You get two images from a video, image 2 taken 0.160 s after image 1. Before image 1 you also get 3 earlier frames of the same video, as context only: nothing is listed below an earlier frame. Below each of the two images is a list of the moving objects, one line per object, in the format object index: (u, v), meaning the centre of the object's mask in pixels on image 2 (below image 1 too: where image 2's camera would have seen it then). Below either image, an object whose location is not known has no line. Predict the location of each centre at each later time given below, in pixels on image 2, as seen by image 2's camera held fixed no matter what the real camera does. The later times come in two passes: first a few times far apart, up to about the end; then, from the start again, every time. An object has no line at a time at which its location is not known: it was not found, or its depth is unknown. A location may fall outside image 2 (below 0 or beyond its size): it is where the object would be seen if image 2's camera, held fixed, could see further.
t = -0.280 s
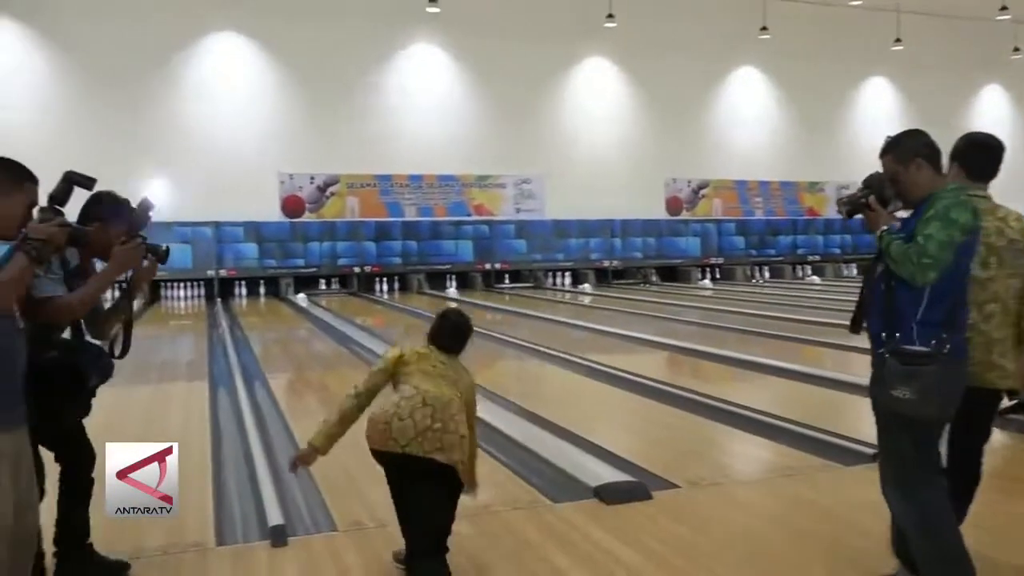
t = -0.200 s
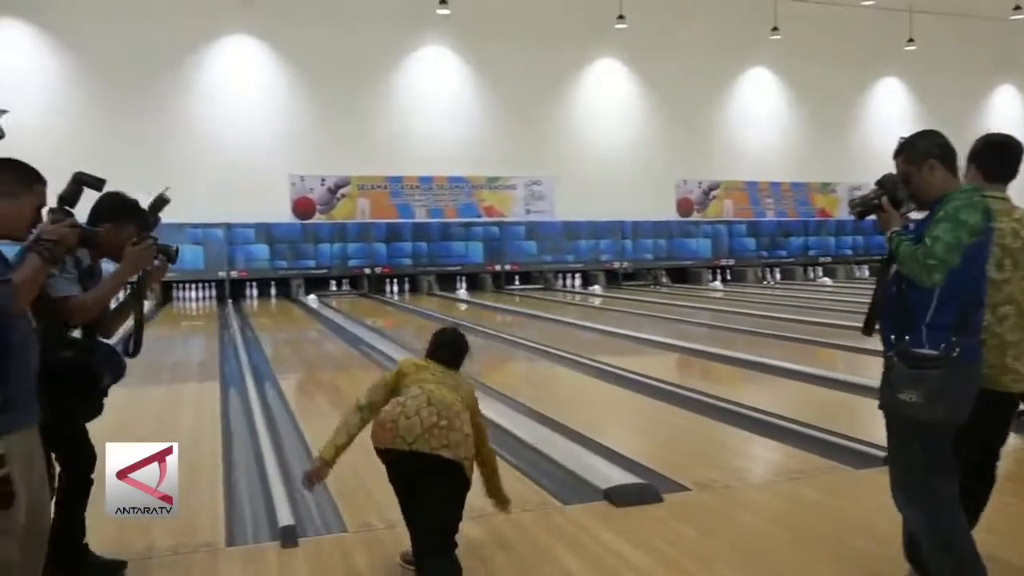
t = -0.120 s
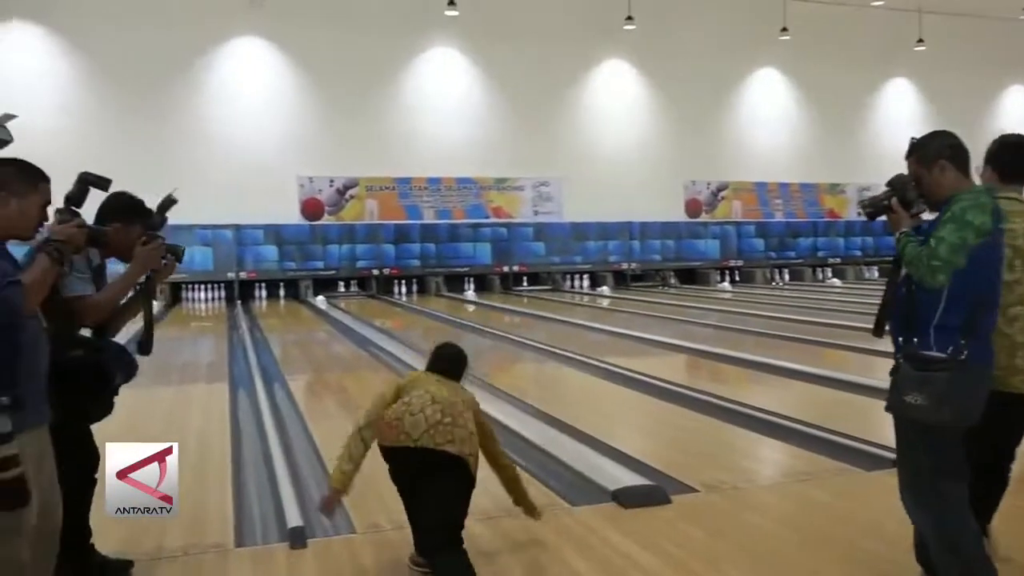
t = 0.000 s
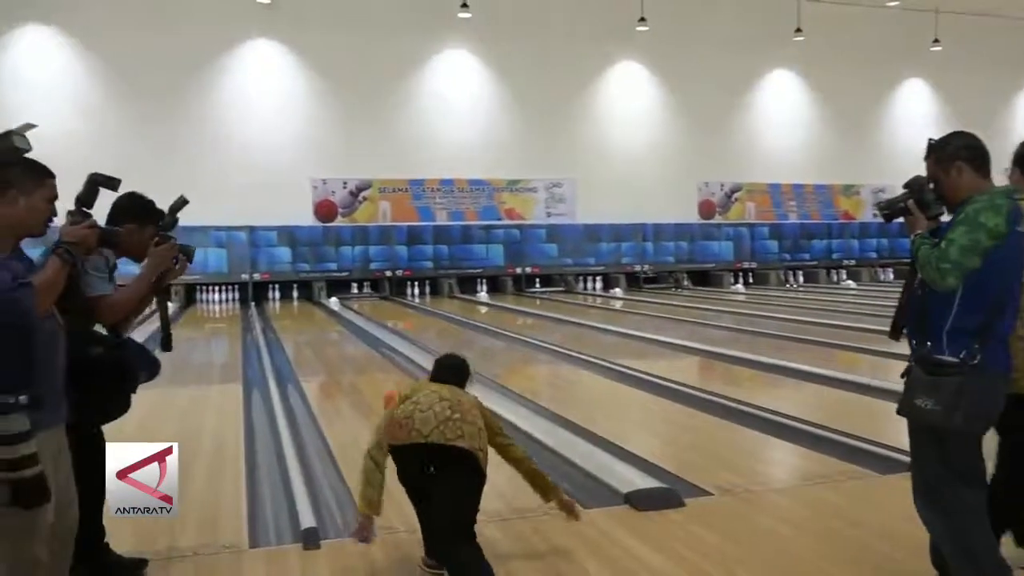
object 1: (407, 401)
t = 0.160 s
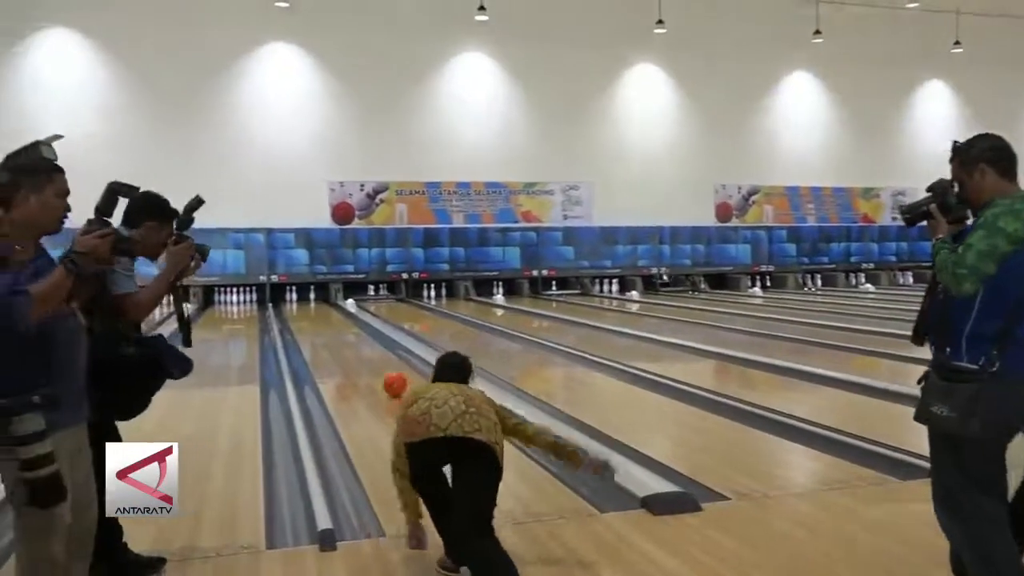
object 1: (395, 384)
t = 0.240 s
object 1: (388, 377)
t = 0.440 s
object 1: (373, 359)
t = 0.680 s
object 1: (360, 345)
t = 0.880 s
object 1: (351, 335)
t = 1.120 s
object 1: (344, 326)
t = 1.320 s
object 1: (338, 320)
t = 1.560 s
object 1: (332, 315)
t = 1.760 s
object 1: (328, 310)
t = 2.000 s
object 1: (324, 306)
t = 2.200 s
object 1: (321, 303)
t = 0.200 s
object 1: (391, 381)
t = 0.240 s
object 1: (388, 377)
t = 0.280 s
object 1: (384, 373)
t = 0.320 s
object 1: (381, 369)
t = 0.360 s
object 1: (379, 366)
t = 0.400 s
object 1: (376, 363)
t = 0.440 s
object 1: (373, 359)
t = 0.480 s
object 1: (370, 356)
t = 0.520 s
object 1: (368, 354)
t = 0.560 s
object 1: (365, 351)
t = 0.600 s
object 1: (363, 348)
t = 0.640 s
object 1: (361, 347)
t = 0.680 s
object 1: (360, 345)
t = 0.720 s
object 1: (357, 342)
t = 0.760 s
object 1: (356, 340)
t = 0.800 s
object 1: (354, 338)
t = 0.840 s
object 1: (352, 337)
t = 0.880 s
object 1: (351, 335)
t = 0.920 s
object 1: (350, 334)
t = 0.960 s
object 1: (348, 332)
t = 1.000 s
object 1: (347, 330)
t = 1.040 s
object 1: (346, 328)
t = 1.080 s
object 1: (345, 327)
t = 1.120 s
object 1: (344, 326)
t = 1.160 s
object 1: (342, 324)
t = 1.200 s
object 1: (340, 323)
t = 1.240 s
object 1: (340, 322)
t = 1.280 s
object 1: (339, 321)
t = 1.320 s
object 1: (338, 320)
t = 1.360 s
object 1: (336, 320)
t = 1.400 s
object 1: (335, 318)
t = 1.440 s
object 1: (334, 317)
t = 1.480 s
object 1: (334, 316)
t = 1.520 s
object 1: (334, 316)
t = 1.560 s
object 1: (332, 315)
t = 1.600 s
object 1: (331, 313)
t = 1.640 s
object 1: (330, 312)
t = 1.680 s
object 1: (329, 311)
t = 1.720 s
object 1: (329, 311)
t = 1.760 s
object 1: (328, 310)
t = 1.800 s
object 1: (327, 309)
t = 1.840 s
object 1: (326, 308)
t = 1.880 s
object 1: (326, 307)
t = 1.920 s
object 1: (326, 307)
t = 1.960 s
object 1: (325, 306)
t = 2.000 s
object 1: (324, 306)
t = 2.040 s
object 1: (323, 305)
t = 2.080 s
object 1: (322, 304)
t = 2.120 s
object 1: (322, 304)
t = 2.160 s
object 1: (321, 303)
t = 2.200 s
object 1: (321, 303)
